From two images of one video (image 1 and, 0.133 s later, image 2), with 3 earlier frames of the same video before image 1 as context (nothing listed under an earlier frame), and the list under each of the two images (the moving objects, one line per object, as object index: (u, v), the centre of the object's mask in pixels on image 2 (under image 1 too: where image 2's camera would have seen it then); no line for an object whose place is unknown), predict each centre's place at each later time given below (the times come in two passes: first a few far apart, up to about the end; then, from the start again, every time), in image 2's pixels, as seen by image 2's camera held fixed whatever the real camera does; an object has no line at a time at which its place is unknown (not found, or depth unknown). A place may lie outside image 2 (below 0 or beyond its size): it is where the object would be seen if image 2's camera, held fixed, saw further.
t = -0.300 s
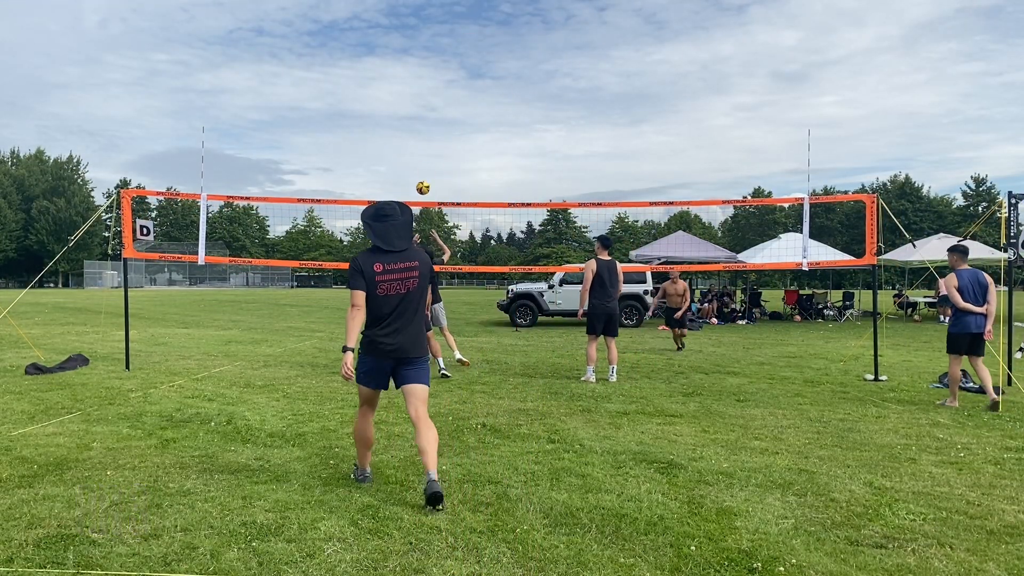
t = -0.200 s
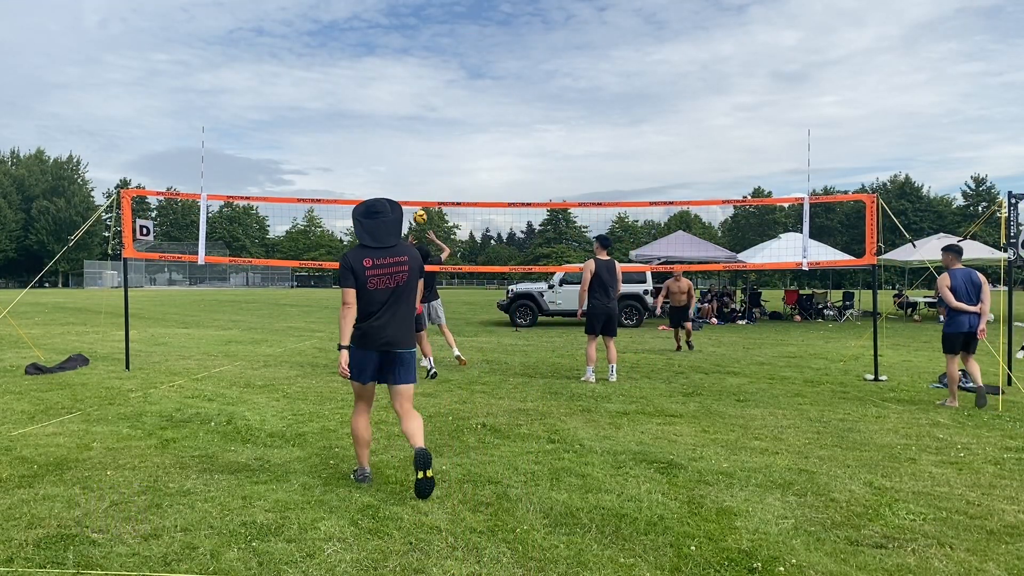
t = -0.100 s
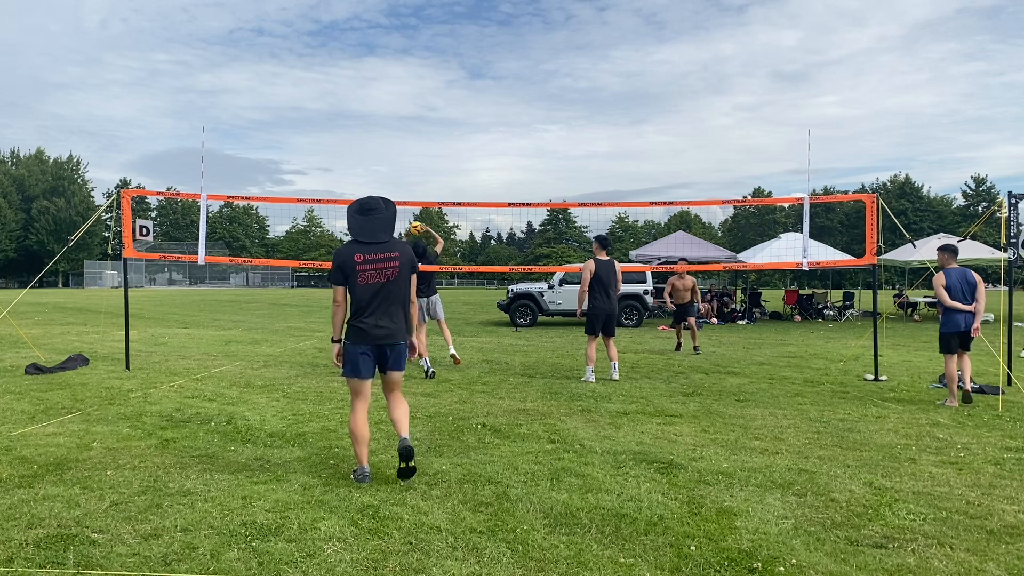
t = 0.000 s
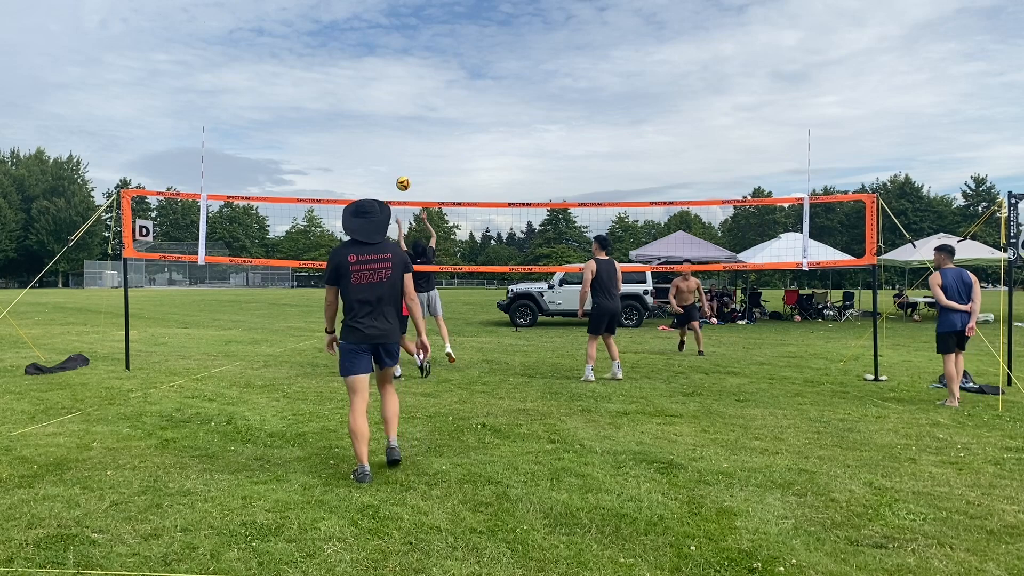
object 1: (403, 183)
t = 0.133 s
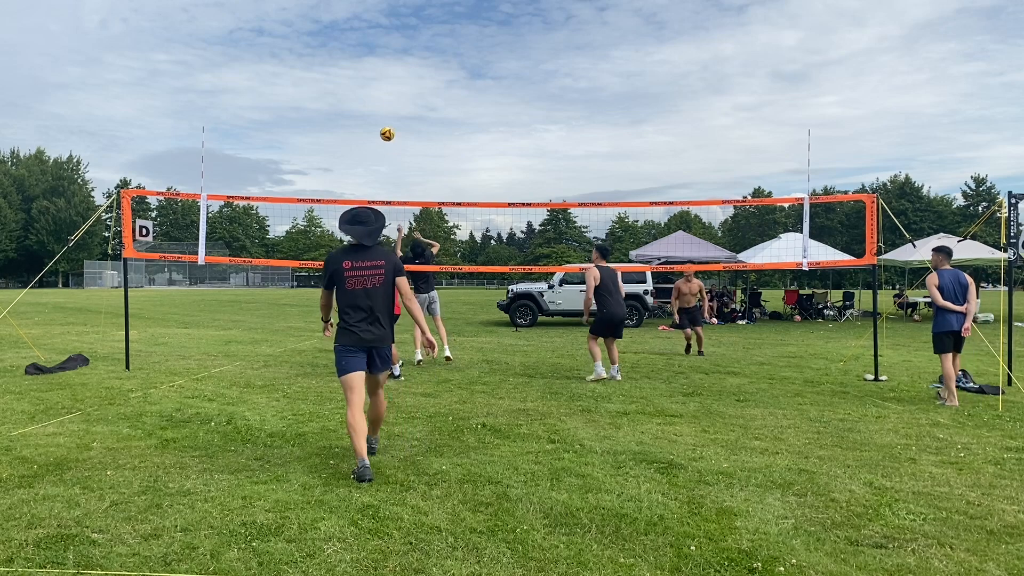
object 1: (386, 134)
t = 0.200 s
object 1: (379, 114)
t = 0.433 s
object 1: (352, 71)
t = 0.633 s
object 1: (331, 64)
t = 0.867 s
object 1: (309, 90)
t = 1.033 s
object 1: (295, 130)
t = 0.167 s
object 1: (383, 124)
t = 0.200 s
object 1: (379, 114)
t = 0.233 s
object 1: (375, 105)
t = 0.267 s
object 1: (371, 98)
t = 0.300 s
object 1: (367, 90)
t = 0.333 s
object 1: (364, 84)
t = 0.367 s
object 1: (360, 79)
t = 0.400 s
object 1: (356, 74)
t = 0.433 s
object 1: (352, 71)
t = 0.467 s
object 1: (349, 68)
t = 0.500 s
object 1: (345, 65)
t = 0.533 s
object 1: (342, 64)
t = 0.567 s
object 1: (338, 63)
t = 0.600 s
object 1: (335, 63)
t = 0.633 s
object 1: (331, 64)
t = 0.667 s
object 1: (328, 65)
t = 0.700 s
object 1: (325, 68)
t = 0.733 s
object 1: (321, 71)
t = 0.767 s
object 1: (318, 75)
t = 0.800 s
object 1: (315, 79)
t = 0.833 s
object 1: (312, 84)
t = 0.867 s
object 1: (309, 90)
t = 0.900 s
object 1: (306, 97)
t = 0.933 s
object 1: (303, 104)
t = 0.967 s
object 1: (300, 112)
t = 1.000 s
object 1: (298, 121)
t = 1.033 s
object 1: (295, 130)
